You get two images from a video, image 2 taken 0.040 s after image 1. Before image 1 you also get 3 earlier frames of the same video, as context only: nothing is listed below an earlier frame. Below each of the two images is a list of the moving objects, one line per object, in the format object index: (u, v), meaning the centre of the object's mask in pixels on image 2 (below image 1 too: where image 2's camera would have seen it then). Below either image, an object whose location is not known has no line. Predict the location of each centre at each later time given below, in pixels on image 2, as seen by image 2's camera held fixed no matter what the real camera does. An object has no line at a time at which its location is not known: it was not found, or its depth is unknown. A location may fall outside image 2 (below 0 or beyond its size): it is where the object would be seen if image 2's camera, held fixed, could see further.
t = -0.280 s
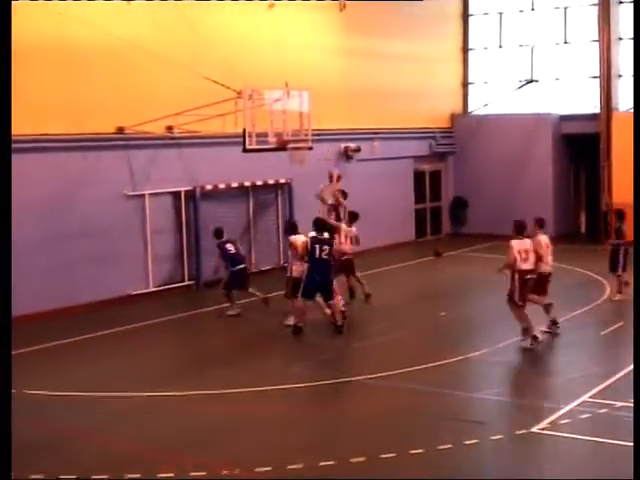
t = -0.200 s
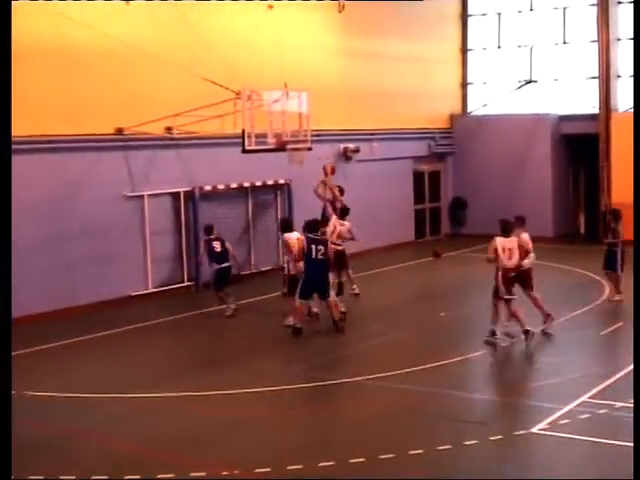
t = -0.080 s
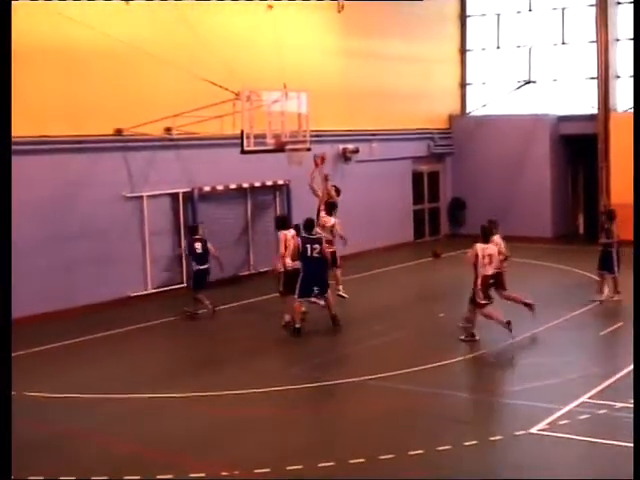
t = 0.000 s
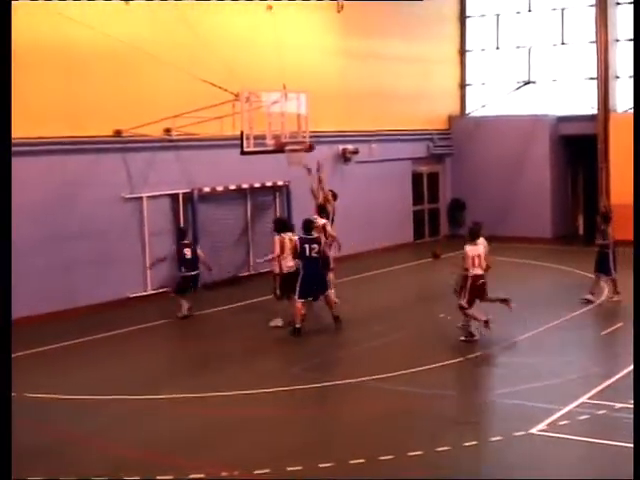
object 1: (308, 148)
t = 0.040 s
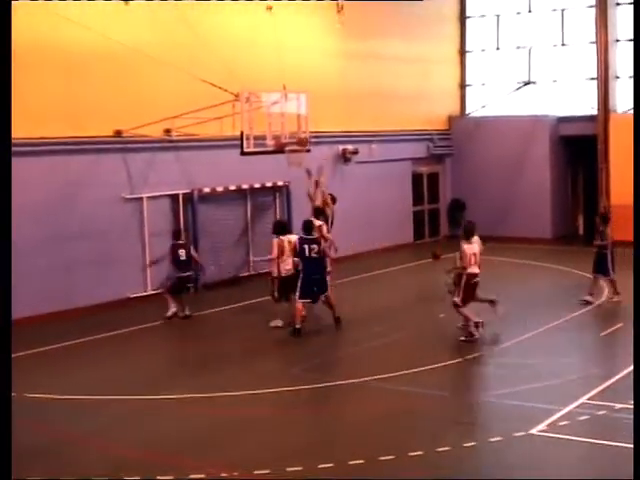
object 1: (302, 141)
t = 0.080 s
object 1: (296, 137)
